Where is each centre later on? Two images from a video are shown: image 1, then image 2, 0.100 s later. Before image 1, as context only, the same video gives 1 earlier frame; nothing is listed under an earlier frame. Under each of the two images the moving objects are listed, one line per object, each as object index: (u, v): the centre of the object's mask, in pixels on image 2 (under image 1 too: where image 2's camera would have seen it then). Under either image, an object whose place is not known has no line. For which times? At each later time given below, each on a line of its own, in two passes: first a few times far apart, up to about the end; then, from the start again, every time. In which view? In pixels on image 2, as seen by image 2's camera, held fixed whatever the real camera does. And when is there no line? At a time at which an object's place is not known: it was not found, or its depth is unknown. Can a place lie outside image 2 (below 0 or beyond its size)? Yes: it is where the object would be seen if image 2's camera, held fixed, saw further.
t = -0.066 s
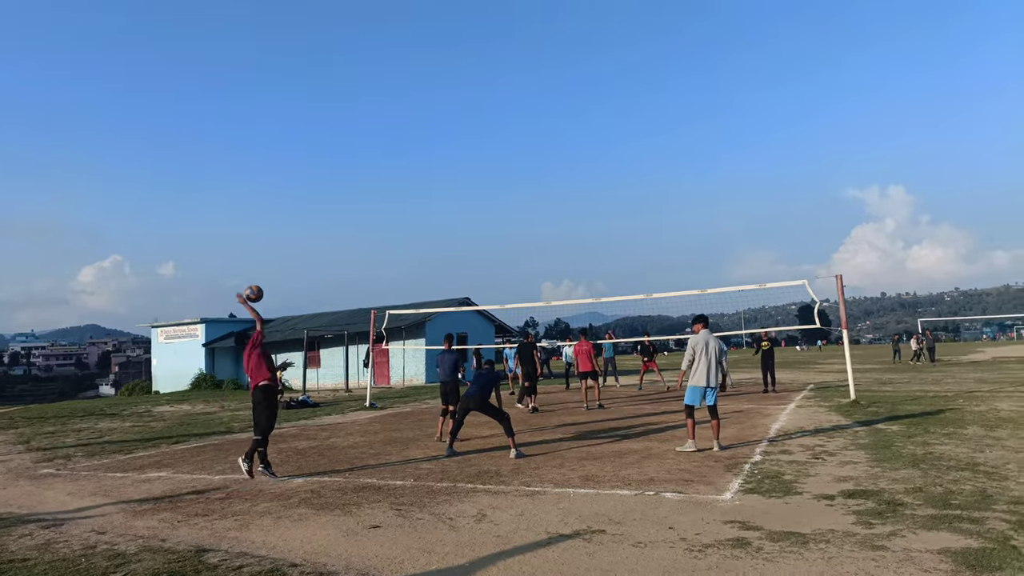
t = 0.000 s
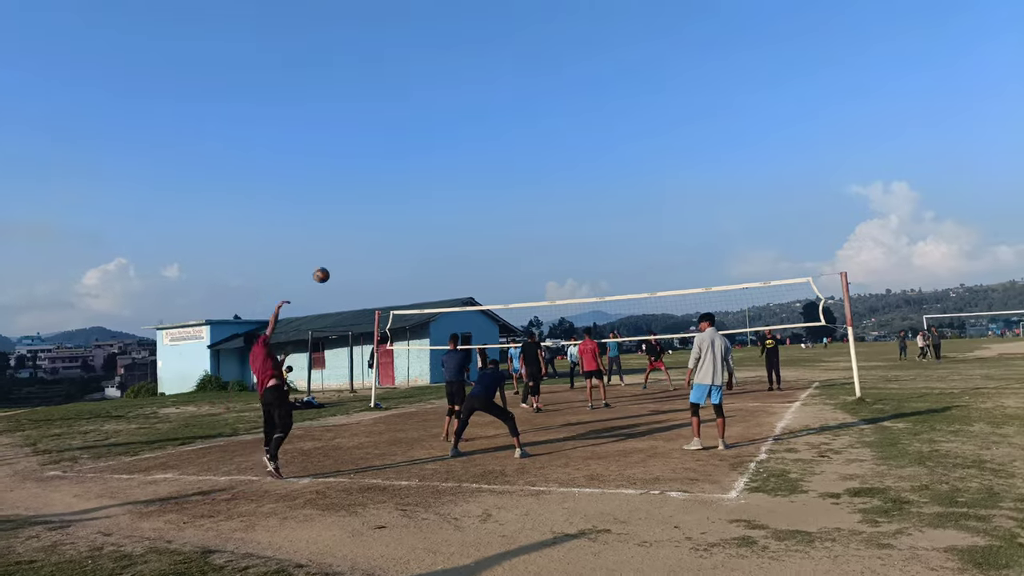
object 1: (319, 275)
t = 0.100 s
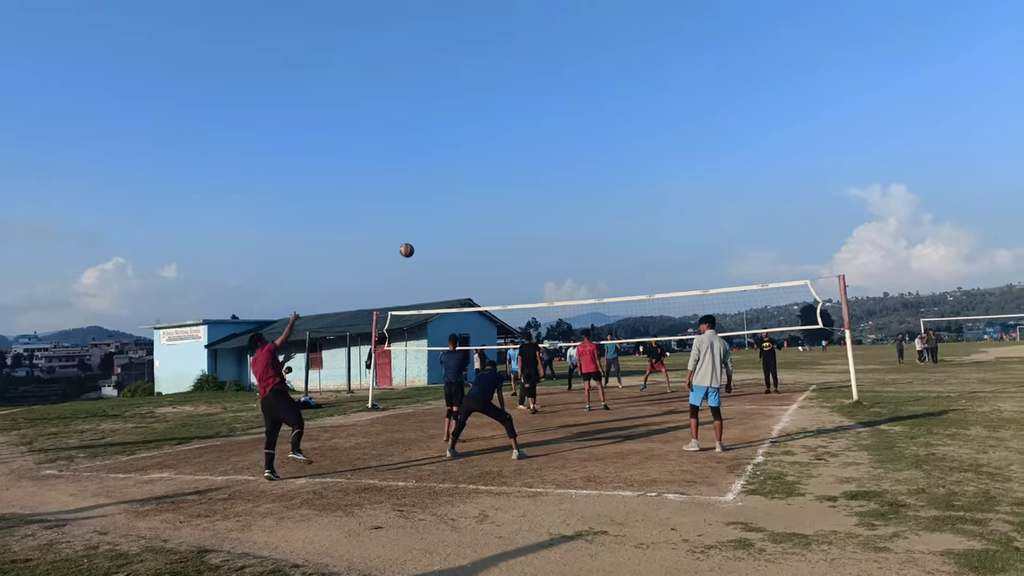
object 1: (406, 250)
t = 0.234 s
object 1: (499, 233)
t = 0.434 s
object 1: (602, 236)
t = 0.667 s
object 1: (690, 264)
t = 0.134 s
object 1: (431, 245)
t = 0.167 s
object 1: (455, 239)
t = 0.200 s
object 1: (478, 236)
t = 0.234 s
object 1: (499, 233)
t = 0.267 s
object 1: (518, 232)
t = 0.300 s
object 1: (537, 231)
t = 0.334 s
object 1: (556, 231)
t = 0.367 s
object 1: (573, 232)
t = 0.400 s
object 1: (588, 234)
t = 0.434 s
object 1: (602, 236)
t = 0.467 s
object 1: (616, 239)
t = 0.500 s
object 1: (630, 242)
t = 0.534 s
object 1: (644, 246)
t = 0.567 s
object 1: (656, 251)
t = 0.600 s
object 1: (668, 255)
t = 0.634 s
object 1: (679, 259)
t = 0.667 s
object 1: (690, 264)
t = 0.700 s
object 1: (702, 270)
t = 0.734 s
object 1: (712, 275)
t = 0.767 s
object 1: (722, 281)
